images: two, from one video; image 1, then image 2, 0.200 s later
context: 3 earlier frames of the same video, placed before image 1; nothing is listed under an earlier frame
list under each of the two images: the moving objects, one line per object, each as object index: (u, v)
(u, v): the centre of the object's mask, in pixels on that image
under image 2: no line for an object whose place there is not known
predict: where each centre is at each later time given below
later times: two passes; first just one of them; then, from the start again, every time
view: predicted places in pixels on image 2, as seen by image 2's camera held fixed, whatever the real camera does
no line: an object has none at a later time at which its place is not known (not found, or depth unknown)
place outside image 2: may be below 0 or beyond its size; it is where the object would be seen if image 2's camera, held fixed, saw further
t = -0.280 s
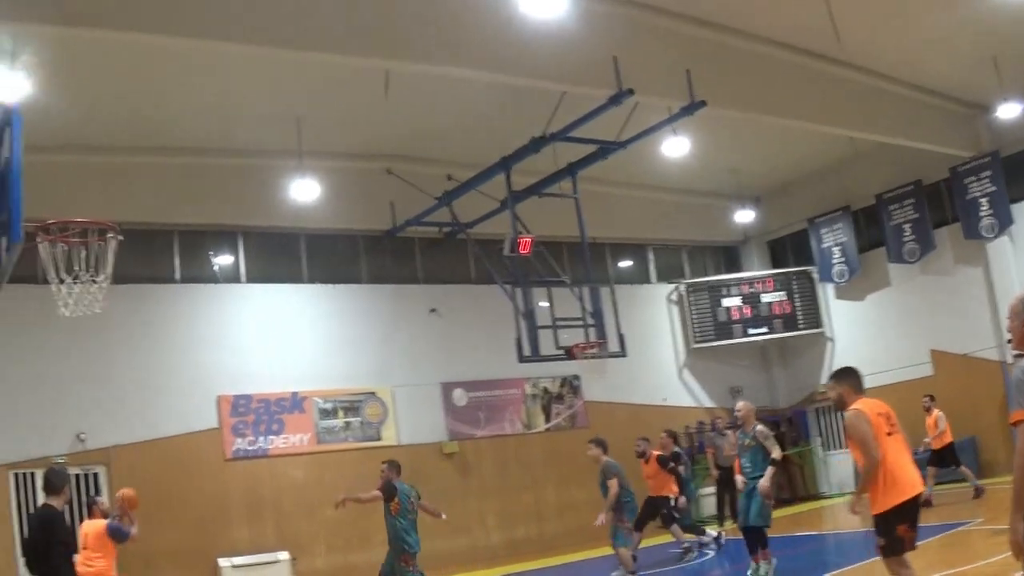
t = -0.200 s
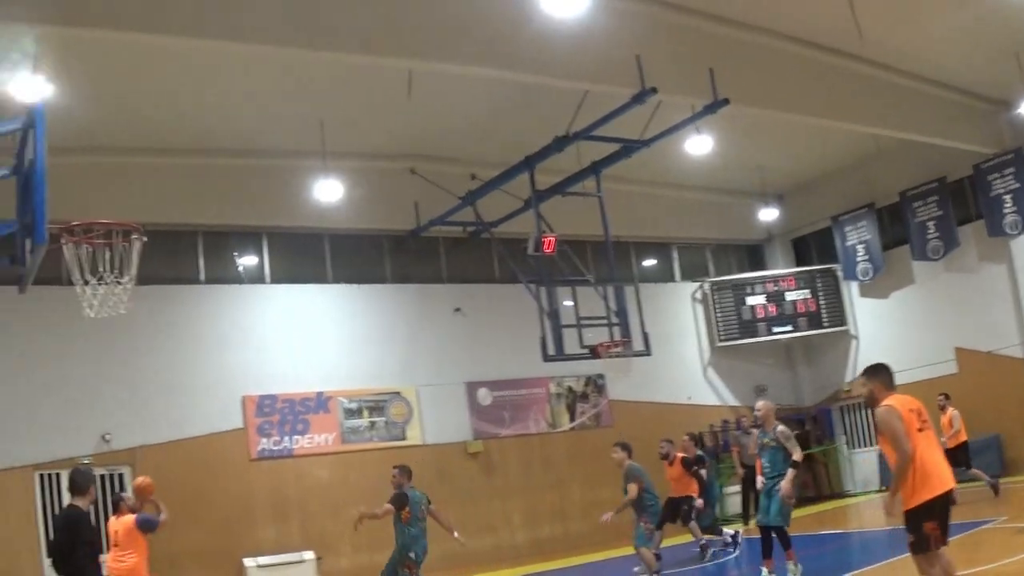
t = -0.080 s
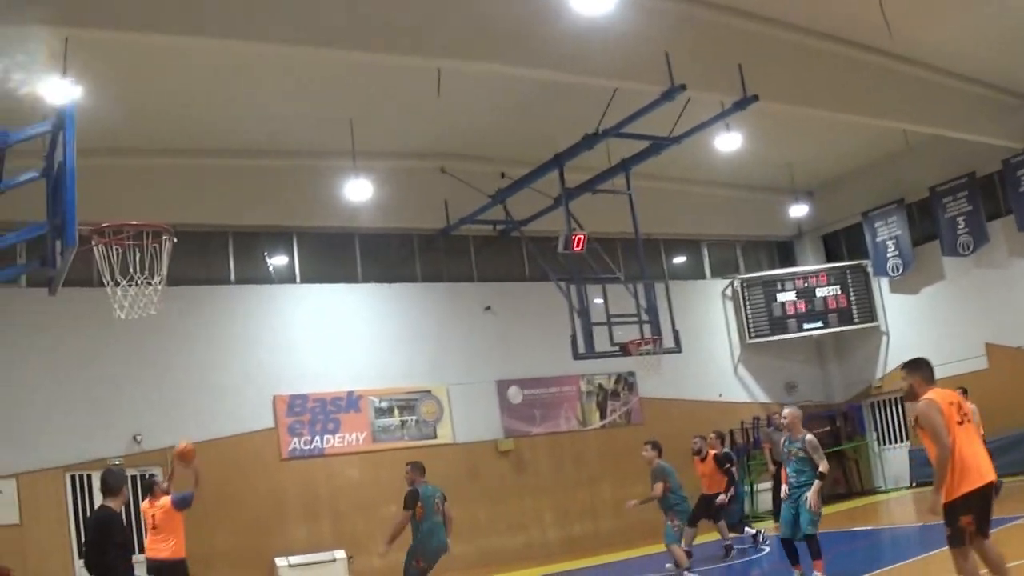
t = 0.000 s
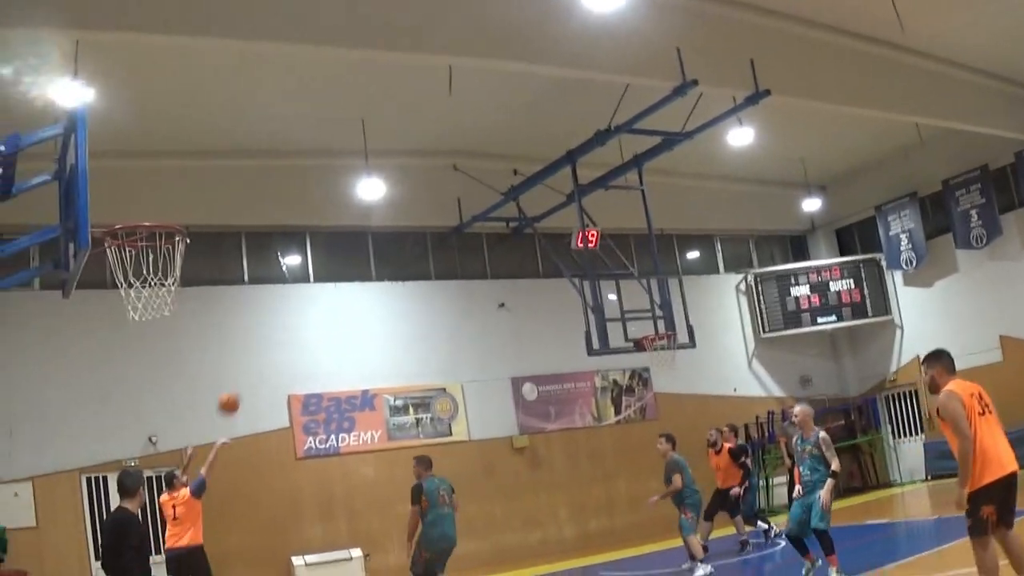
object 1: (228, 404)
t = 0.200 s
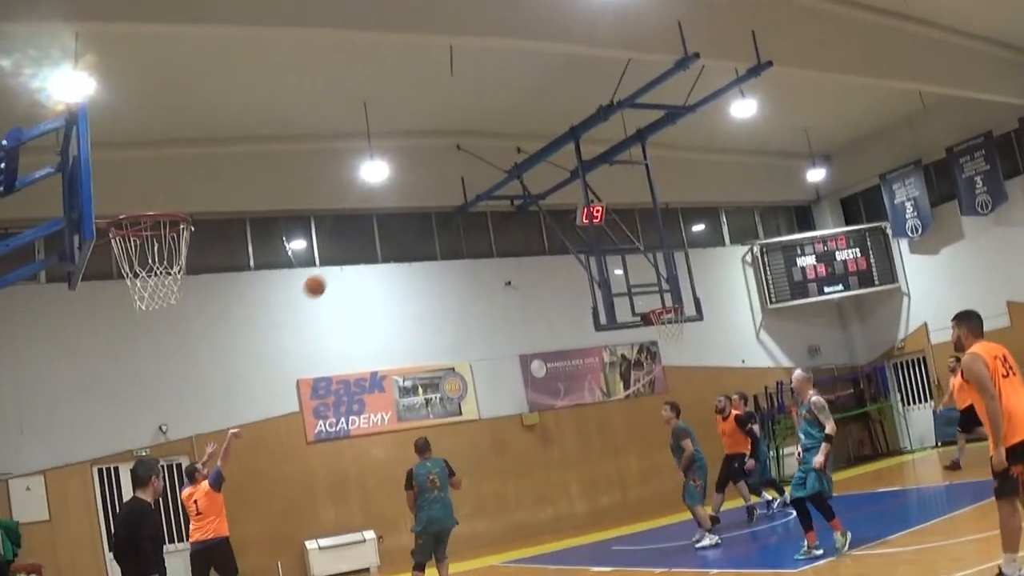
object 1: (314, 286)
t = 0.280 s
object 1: (345, 256)
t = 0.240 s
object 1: (330, 271)
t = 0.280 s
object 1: (345, 256)
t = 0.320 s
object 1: (359, 245)
